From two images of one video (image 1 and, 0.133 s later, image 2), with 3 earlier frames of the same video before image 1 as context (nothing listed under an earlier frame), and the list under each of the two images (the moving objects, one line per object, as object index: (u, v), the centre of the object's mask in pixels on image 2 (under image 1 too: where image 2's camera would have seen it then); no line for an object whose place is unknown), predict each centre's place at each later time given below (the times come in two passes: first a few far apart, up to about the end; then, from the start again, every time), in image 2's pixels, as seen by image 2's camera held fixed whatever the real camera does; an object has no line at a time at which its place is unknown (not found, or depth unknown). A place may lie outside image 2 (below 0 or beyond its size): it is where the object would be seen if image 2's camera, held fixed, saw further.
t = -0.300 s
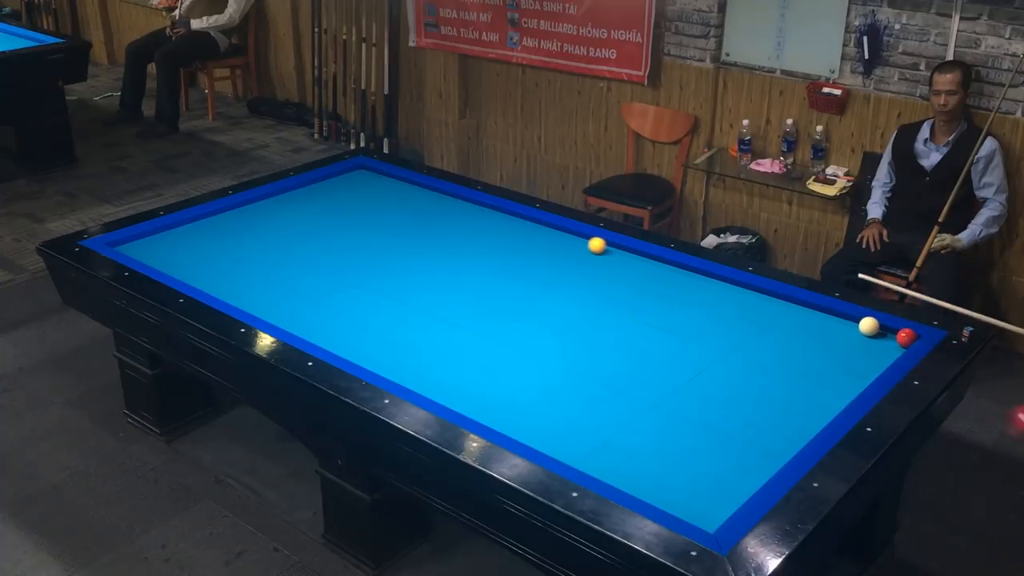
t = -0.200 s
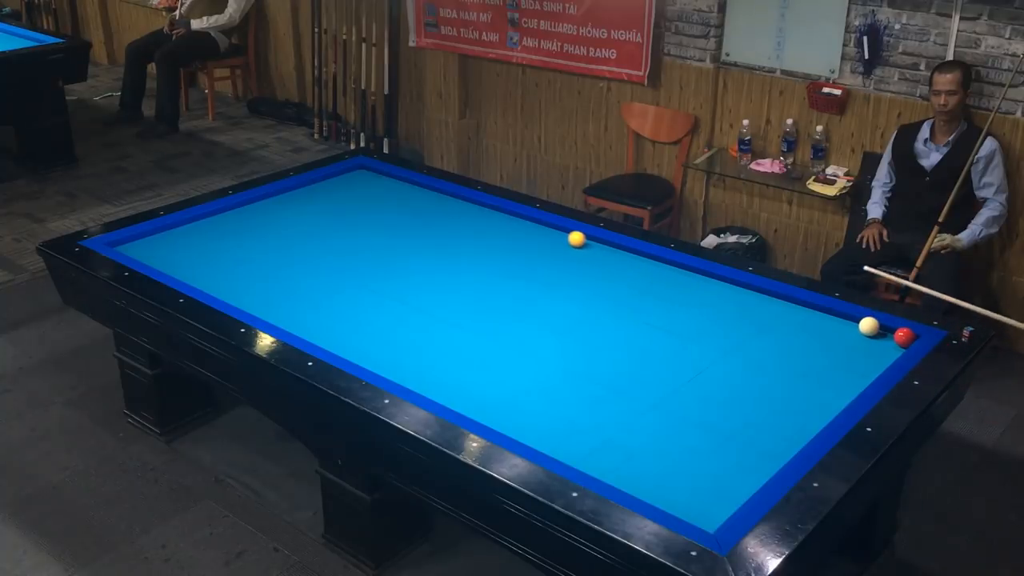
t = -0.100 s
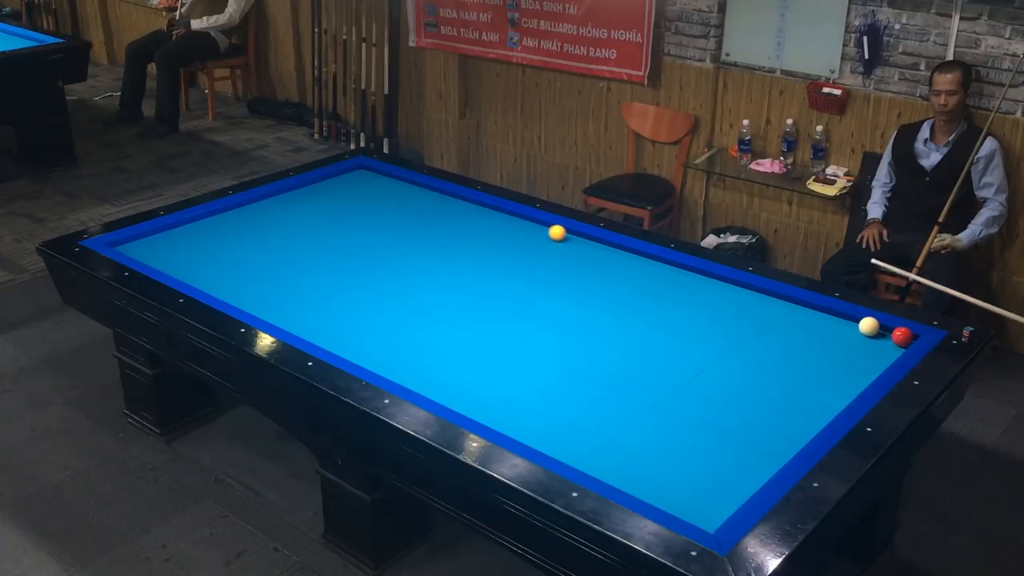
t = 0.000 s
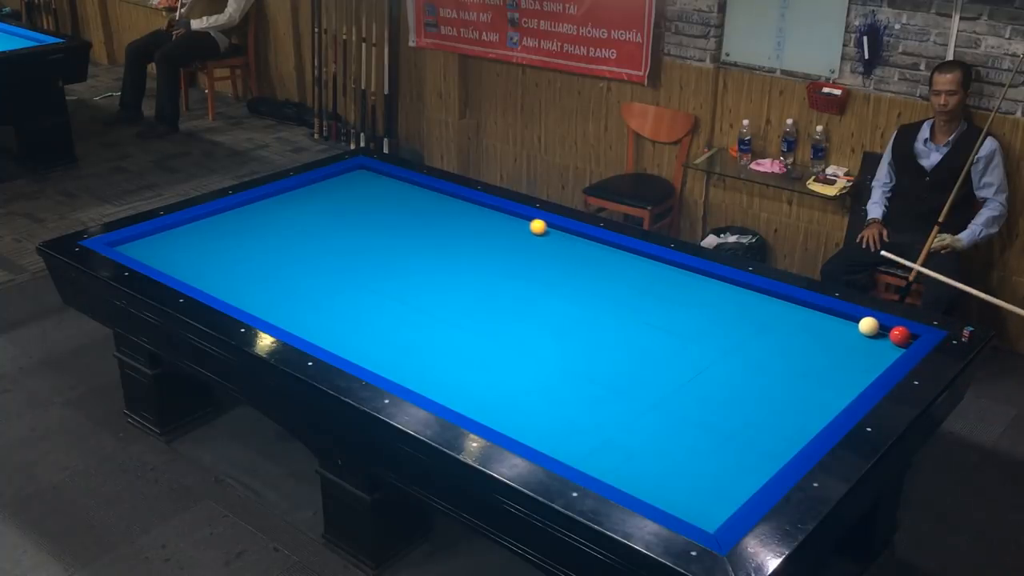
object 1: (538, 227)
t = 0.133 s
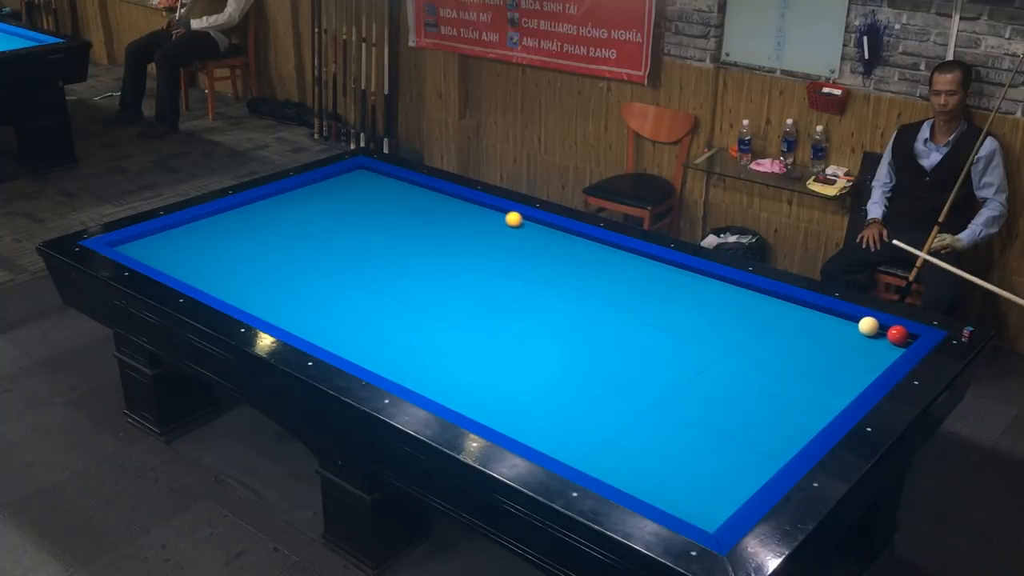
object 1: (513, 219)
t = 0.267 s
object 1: (490, 212)
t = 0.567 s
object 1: (441, 197)
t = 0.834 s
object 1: (401, 184)
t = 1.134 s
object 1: (359, 171)
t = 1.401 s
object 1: (370, 175)
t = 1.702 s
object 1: (394, 183)
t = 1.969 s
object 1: (416, 189)
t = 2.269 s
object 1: (440, 197)
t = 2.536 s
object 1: (462, 204)
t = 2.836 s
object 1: (486, 211)
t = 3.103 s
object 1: (508, 218)
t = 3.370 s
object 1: (530, 224)
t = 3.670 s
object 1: (554, 231)
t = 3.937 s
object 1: (575, 238)
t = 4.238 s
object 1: (599, 245)
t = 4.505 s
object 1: (621, 251)
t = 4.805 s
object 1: (644, 258)
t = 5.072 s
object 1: (664, 264)
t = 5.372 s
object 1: (686, 271)
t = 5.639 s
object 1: (705, 277)
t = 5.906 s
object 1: (724, 283)
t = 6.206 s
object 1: (744, 289)
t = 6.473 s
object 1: (761, 294)
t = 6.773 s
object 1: (779, 300)
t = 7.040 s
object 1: (795, 305)
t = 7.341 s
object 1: (812, 310)
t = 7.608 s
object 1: (826, 314)
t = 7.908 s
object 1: (841, 319)
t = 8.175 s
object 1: (850, 322)
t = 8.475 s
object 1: (851, 322)
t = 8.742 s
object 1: (850, 322)
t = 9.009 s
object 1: (851, 322)
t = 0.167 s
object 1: (507, 217)
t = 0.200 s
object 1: (501, 216)
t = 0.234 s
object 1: (496, 214)
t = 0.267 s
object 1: (490, 212)
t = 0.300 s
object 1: (484, 210)
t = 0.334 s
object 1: (479, 209)
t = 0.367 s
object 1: (473, 207)
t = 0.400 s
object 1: (468, 205)
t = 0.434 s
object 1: (462, 203)
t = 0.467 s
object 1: (457, 202)
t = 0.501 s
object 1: (451, 200)
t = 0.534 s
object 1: (446, 199)
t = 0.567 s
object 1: (441, 197)
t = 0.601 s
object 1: (436, 195)
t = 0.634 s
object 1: (430, 194)
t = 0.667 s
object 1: (426, 192)
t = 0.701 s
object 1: (420, 190)
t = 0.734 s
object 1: (415, 189)
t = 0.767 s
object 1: (411, 187)
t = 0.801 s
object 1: (406, 186)
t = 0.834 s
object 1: (401, 184)
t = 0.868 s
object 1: (396, 183)
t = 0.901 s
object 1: (391, 181)
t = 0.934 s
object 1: (386, 180)
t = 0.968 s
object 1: (382, 178)
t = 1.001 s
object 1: (377, 177)
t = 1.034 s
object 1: (372, 176)
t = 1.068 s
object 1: (368, 174)
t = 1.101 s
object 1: (364, 172)
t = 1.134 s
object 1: (359, 171)
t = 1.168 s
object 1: (355, 170)
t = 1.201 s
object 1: (354, 169)
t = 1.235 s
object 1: (357, 171)
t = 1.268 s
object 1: (359, 172)
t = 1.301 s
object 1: (362, 172)
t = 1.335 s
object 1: (365, 173)
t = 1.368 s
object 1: (368, 174)
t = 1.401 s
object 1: (370, 175)
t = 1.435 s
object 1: (372, 176)
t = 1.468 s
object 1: (375, 177)
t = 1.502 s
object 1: (378, 178)
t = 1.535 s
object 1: (381, 178)
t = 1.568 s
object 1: (383, 179)
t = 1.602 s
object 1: (386, 180)
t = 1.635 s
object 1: (389, 181)
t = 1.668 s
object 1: (391, 182)
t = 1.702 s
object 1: (394, 183)
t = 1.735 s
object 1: (397, 184)
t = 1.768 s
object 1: (400, 184)
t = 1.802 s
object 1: (402, 185)
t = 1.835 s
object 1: (405, 186)
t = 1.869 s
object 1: (408, 187)
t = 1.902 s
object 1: (410, 188)
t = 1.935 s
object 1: (413, 189)
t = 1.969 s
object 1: (416, 189)
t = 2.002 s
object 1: (418, 190)
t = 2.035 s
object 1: (421, 191)
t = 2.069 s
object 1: (424, 192)
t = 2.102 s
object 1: (426, 193)
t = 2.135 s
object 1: (429, 194)
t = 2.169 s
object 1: (432, 195)
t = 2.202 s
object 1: (434, 195)
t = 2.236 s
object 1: (437, 196)
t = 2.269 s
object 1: (440, 197)
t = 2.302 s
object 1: (443, 198)
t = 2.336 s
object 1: (445, 199)
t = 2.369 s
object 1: (448, 200)
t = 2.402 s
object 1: (451, 200)
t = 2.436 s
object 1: (453, 201)
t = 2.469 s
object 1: (456, 202)
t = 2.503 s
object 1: (459, 203)
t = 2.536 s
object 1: (462, 204)
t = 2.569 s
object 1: (464, 205)
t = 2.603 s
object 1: (467, 205)
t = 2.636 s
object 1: (469, 206)
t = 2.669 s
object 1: (472, 207)
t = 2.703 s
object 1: (475, 208)
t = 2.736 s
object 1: (478, 209)
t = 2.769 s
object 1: (480, 209)
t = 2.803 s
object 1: (483, 210)
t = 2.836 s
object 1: (486, 211)
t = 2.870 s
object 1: (488, 212)
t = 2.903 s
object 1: (491, 213)
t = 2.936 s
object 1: (494, 214)
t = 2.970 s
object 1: (497, 214)
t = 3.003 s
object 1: (500, 215)
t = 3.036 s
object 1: (502, 216)
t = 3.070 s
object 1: (505, 217)
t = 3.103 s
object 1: (508, 218)
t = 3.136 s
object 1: (511, 218)
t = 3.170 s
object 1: (513, 219)
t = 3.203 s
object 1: (516, 220)
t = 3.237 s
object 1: (519, 221)
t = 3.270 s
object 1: (522, 222)
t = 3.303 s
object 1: (524, 222)
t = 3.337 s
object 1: (527, 223)
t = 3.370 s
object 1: (530, 224)
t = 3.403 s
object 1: (532, 225)
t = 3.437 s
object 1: (535, 226)
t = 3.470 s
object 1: (538, 227)
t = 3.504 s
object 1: (540, 227)
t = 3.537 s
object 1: (543, 228)
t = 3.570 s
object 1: (546, 229)
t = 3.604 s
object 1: (549, 230)
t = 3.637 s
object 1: (551, 231)
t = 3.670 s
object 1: (554, 231)
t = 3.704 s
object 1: (557, 232)
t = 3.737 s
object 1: (559, 233)
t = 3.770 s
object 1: (562, 234)
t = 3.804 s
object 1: (565, 235)
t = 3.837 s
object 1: (567, 236)
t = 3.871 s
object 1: (570, 237)
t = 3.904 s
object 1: (573, 237)
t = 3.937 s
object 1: (575, 238)
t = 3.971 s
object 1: (578, 239)
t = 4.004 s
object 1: (581, 240)
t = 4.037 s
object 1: (584, 240)
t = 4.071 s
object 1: (586, 241)
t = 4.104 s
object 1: (589, 242)
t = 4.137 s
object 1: (591, 243)
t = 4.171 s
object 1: (594, 243)
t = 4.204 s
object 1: (597, 244)
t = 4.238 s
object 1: (599, 245)
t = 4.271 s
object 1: (602, 246)
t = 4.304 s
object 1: (605, 247)
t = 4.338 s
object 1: (608, 248)
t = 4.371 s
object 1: (610, 248)
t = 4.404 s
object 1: (613, 249)
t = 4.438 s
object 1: (615, 250)
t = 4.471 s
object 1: (618, 250)
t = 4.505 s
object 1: (621, 251)
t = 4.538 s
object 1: (623, 252)
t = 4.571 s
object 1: (626, 253)
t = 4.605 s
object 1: (628, 254)
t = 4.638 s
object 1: (631, 254)
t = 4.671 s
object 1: (634, 255)
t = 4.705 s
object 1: (636, 256)
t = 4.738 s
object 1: (639, 257)
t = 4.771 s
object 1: (641, 257)
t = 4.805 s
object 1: (644, 258)
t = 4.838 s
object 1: (646, 259)
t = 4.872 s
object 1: (649, 260)
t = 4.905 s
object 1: (651, 261)
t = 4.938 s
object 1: (654, 261)
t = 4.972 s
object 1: (656, 262)
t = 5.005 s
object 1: (659, 263)
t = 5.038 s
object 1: (661, 263)
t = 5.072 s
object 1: (664, 264)
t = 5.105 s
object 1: (666, 265)
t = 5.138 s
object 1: (669, 266)
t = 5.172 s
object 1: (671, 267)
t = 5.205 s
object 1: (674, 267)
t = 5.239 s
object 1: (676, 268)
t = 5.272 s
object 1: (679, 269)
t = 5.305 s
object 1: (681, 270)
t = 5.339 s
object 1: (683, 270)
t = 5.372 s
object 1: (686, 271)
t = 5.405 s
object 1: (688, 272)
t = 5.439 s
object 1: (691, 273)
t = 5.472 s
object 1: (693, 273)
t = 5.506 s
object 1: (696, 274)
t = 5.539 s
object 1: (698, 275)
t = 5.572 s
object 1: (700, 275)
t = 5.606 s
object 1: (702, 276)
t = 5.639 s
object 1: (705, 277)
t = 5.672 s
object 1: (707, 278)
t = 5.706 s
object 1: (710, 278)
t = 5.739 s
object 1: (712, 279)
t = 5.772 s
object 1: (714, 280)
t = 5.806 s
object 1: (717, 281)
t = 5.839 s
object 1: (719, 281)
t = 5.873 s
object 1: (721, 282)
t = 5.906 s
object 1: (724, 283)
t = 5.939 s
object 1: (726, 284)
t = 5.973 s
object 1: (728, 284)
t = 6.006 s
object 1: (731, 285)
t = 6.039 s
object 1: (733, 285)
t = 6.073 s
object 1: (735, 286)
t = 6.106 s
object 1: (737, 287)
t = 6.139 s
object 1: (739, 288)
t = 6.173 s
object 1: (741, 288)
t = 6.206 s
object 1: (744, 289)
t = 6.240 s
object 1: (746, 289)
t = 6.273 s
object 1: (748, 290)
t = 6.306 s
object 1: (750, 291)
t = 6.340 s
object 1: (752, 292)
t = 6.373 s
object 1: (755, 292)
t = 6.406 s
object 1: (757, 293)
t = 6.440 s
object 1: (759, 294)
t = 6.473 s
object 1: (761, 294)
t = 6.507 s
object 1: (763, 295)
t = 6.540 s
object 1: (765, 296)
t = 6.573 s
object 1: (767, 296)
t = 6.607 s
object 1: (769, 297)
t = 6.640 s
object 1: (771, 297)
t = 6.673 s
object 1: (773, 298)
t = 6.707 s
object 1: (775, 299)
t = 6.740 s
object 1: (778, 299)
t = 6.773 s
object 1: (779, 300)
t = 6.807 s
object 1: (782, 301)
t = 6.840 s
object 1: (783, 301)
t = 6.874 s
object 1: (786, 302)
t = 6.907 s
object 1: (787, 302)
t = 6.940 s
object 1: (789, 303)
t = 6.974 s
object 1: (791, 304)
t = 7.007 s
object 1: (793, 304)
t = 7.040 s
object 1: (795, 305)
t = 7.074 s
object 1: (797, 305)
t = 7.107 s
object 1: (799, 306)
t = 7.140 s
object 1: (801, 306)
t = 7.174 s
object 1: (803, 307)
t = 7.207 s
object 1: (805, 308)
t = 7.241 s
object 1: (807, 308)
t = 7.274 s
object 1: (808, 309)
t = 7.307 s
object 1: (810, 310)
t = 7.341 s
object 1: (812, 310)
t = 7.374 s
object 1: (814, 310)
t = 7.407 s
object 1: (816, 311)
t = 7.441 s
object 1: (817, 312)
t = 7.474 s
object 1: (819, 312)
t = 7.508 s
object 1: (821, 313)
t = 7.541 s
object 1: (823, 313)
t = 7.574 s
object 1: (824, 314)
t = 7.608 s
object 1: (826, 314)
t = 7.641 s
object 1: (828, 315)
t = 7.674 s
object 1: (829, 315)
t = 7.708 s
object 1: (831, 315)
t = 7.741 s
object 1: (833, 316)
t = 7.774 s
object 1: (834, 317)
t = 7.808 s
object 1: (836, 317)
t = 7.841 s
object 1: (837, 318)
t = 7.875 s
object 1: (839, 318)
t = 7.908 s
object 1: (841, 319)
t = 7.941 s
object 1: (842, 319)
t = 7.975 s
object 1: (843, 319)
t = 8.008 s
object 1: (845, 320)
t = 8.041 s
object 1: (846, 320)
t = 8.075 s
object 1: (848, 321)
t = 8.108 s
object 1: (849, 321)
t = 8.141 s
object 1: (849, 321)
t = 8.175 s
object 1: (850, 322)
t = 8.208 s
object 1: (850, 322)
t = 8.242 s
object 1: (850, 322)
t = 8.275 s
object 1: (850, 322)
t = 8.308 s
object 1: (850, 322)
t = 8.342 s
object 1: (850, 322)
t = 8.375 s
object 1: (851, 322)
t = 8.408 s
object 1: (851, 322)
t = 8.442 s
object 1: (851, 322)
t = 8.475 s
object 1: (851, 322)
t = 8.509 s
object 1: (851, 322)
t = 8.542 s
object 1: (851, 322)
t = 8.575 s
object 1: (851, 322)
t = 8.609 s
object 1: (851, 322)
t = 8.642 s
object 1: (850, 322)
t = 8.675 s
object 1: (851, 322)
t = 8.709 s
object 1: (851, 322)
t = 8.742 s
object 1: (850, 322)
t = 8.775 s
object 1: (850, 322)
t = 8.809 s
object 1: (850, 322)
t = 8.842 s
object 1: (851, 322)
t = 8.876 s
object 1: (851, 322)
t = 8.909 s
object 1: (851, 322)
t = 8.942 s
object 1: (851, 322)
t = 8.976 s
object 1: (851, 322)
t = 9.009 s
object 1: (851, 322)
